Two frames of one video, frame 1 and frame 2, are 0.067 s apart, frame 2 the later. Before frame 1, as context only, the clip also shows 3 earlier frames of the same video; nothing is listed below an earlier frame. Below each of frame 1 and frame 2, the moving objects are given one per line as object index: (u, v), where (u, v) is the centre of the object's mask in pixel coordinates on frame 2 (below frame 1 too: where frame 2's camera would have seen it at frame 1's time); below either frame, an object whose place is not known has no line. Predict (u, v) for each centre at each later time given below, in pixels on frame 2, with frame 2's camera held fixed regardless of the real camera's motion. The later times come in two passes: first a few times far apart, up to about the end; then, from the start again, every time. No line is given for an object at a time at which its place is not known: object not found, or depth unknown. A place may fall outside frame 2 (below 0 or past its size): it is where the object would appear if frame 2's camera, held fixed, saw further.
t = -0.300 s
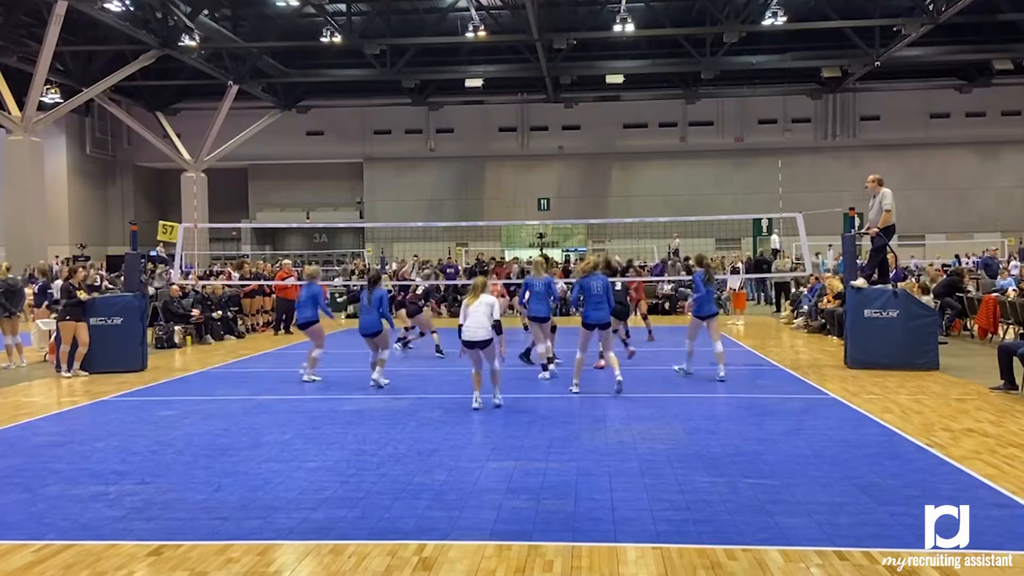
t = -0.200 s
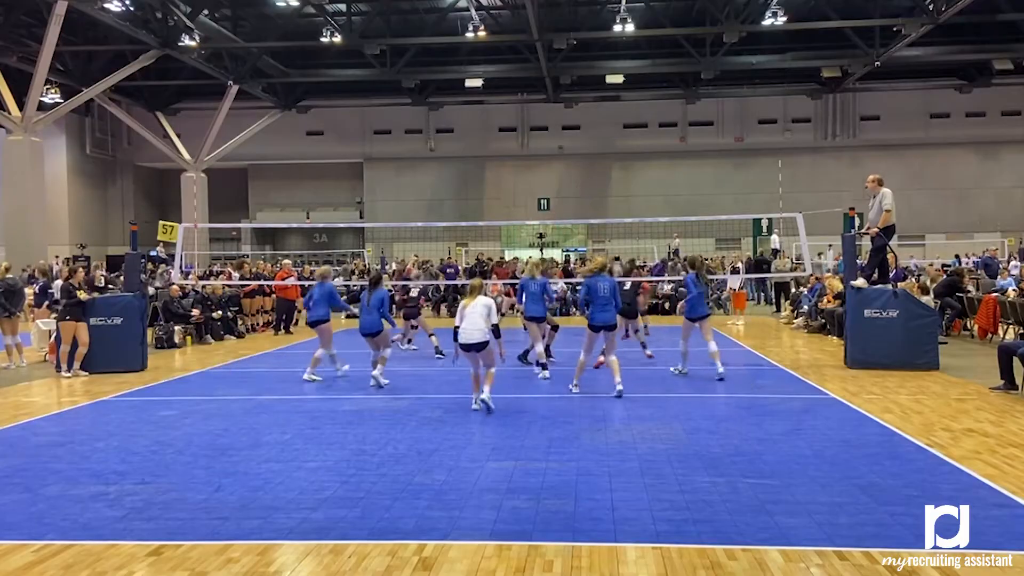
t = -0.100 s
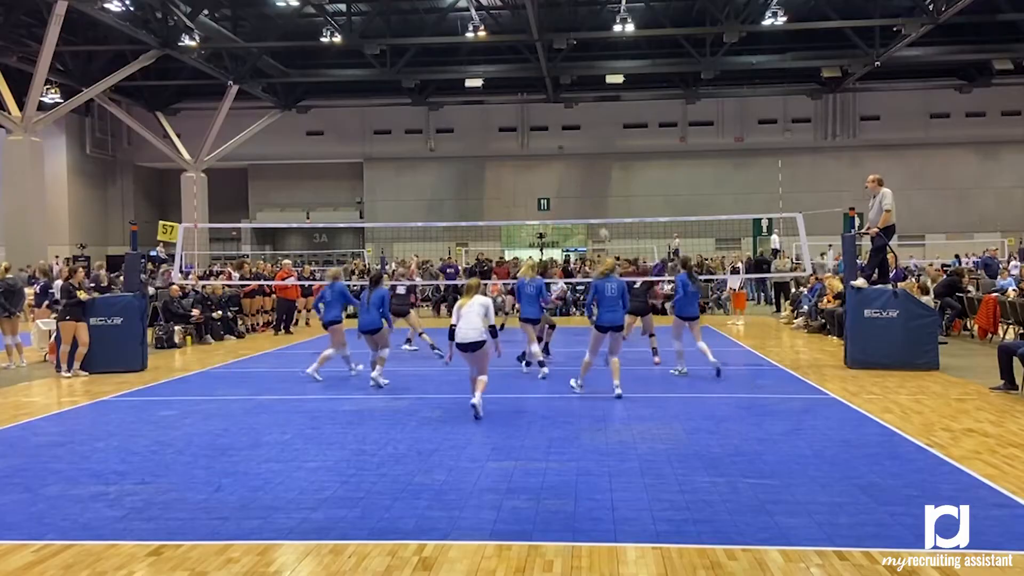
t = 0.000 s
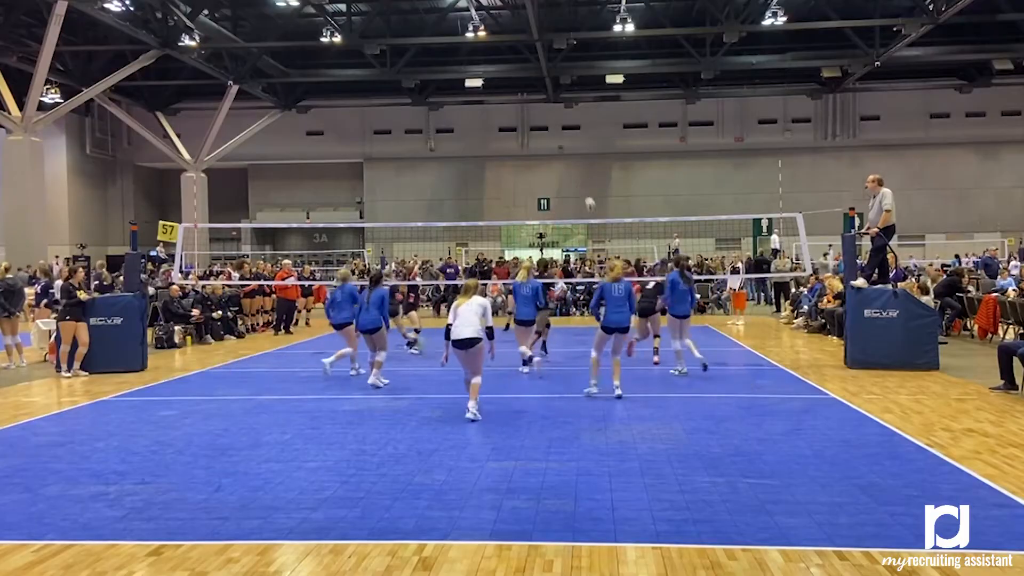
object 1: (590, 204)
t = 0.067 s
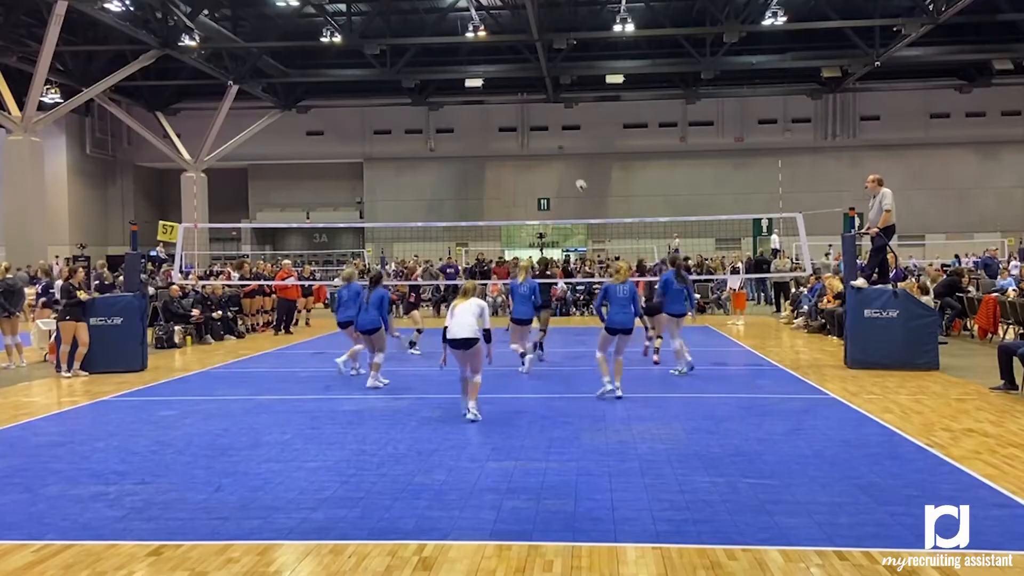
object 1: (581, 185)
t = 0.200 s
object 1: (562, 155)
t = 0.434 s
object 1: (531, 125)
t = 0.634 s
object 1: (504, 120)
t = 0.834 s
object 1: (475, 136)
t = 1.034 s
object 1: (447, 174)
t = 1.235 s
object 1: (420, 233)
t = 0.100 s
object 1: (576, 177)
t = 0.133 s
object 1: (572, 169)
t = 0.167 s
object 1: (567, 162)
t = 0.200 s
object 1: (562, 155)
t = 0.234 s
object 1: (558, 150)
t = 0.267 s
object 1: (554, 144)
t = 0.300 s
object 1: (549, 139)
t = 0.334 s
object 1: (545, 134)
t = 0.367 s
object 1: (540, 130)
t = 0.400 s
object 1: (535, 127)
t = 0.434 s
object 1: (531, 125)
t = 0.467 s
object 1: (526, 122)
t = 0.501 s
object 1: (522, 121)
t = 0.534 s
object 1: (517, 119)
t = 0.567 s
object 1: (512, 119)
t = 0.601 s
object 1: (508, 119)
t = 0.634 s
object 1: (504, 120)
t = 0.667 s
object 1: (499, 121)
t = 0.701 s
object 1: (494, 122)
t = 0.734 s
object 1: (490, 125)
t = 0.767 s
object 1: (485, 128)
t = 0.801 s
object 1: (480, 132)
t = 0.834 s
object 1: (475, 136)
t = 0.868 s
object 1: (471, 141)
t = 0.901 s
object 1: (466, 146)
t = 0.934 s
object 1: (461, 153)
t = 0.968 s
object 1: (457, 160)
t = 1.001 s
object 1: (452, 166)
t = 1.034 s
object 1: (447, 174)
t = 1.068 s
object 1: (442, 182)
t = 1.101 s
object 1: (438, 192)
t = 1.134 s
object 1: (433, 201)
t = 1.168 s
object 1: (429, 211)
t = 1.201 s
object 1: (424, 219)
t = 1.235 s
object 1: (420, 233)
